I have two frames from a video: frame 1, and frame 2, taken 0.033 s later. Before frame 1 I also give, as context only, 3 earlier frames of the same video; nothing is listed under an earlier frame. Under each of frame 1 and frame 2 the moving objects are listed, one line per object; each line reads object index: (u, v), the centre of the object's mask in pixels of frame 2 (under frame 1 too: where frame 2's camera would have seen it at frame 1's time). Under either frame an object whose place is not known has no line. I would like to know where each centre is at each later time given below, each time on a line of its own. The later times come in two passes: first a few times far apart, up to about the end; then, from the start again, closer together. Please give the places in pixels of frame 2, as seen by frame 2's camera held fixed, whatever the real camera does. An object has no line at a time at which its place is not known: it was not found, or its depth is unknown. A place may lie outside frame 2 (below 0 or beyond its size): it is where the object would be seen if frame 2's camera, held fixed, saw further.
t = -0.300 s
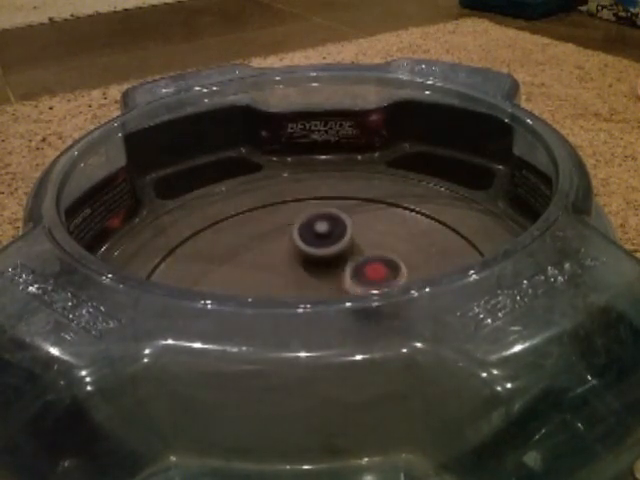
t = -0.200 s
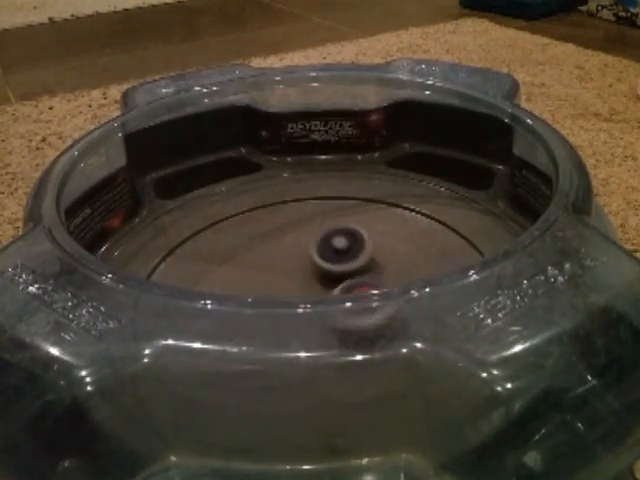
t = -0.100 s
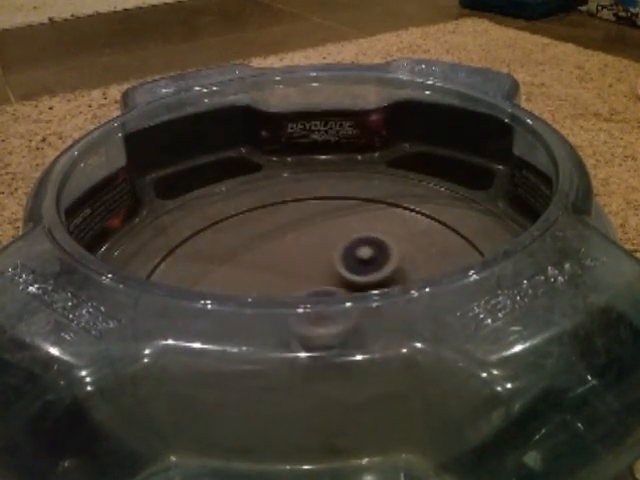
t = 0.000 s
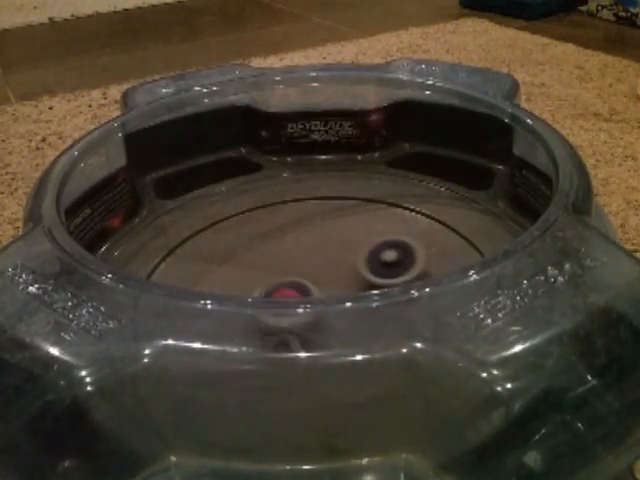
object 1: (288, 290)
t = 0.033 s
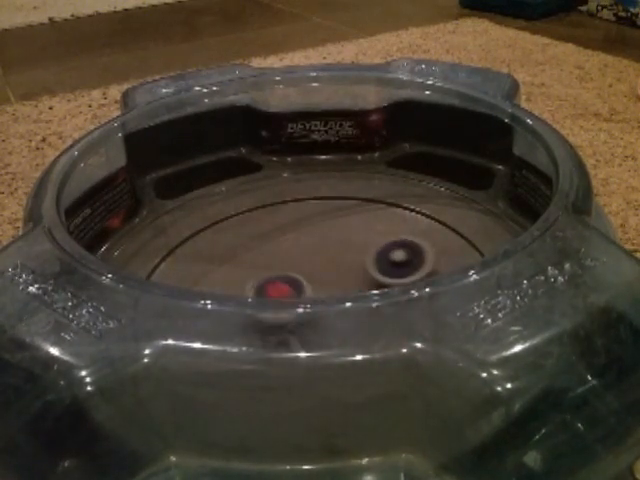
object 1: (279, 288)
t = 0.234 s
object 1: (298, 258)
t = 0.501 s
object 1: (338, 287)
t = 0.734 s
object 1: (251, 289)
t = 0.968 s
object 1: (290, 263)
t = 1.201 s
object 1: (342, 283)
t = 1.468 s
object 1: (284, 324)
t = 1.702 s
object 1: (284, 268)
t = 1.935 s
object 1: (360, 278)
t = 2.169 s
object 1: (318, 331)
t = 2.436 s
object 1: (282, 282)
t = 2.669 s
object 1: (348, 275)
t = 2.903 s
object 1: (350, 290)
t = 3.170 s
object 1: (305, 290)
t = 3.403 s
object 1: (317, 283)
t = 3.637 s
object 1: (361, 294)
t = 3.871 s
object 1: (329, 338)
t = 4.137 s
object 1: (303, 285)
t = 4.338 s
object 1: (289, 289)
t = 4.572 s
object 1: (278, 283)
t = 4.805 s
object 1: (303, 285)
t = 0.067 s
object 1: (274, 285)
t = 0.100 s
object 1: (273, 281)
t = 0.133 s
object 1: (274, 276)
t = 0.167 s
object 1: (280, 269)
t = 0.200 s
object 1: (287, 263)
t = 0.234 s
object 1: (298, 258)
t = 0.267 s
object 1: (310, 256)
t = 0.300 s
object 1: (325, 257)
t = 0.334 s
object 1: (339, 259)
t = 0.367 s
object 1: (352, 264)
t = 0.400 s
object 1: (362, 270)
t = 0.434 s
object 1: (364, 276)
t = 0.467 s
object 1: (349, 282)
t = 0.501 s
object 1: (338, 287)
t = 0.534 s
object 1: (325, 290)
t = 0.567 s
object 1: (313, 293)
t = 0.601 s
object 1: (300, 295)
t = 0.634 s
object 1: (287, 295)
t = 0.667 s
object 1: (274, 294)
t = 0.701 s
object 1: (261, 292)
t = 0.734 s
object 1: (251, 289)
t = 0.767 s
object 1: (245, 284)
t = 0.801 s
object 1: (246, 280)
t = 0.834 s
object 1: (248, 276)
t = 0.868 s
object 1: (256, 271)
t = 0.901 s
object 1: (266, 266)
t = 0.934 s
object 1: (277, 263)
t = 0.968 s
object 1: (290, 263)
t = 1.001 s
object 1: (303, 265)
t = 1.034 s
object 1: (315, 268)
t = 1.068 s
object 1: (324, 272)
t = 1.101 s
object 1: (332, 275)
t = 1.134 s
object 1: (336, 278)
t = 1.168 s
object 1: (339, 280)
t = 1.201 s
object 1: (342, 283)
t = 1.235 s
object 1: (343, 286)
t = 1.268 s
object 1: (345, 308)
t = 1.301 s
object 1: (345, 322)
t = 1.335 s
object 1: (340, 326)
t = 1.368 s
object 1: (334, 329)
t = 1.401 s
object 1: (313, 332)
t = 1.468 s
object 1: (284, 324)
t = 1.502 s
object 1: (278, 293)
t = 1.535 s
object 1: (269, 290)
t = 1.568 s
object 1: (263, 286)
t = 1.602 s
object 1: (264, 283)
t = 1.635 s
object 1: (266, 278)
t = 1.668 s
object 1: (273, 274)
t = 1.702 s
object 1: (284, 268)
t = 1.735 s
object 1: (296, 265)
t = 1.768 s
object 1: (308, 263)
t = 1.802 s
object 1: (322, 264)
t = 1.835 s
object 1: (334, 266)
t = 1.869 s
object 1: (346, 270)
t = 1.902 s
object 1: (354, 274)
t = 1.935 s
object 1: (360, 278)
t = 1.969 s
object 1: (362, 281)
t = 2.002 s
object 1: (367, 294)
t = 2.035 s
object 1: (364, 308)
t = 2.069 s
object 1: (360, 321)
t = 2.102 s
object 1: (347, 326)
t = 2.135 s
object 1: (333, 330)
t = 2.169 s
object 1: (318, 331)
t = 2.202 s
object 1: (302, 331)
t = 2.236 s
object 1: (288, 328)
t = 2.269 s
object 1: (278, 324)
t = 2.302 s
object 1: (277, 294)
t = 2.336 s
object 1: (271, 291)
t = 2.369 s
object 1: (271, 288)
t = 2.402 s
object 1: (276, 284)
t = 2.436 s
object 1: (282, 282)
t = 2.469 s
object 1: (290, 278)
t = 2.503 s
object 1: (299, 276)
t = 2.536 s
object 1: (310, 274)
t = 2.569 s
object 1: (320, 273)
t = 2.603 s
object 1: (329, 273)
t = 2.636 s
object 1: (340, 274)
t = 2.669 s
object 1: (348, 275)
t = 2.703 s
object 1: (355, 276)
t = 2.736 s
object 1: (359, 278)
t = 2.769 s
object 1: (362, 280)
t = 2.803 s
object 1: (364, 282)
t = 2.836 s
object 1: (362, 285)
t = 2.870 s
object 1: (358, 287)
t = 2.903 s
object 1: (350, 290)
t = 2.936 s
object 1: (343, 292)
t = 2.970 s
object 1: (337, 293)
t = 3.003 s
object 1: (331, 293)
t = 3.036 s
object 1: (323, 293)
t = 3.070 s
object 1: (317, 294)
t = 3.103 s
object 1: (311, 293)
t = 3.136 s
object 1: (306, 291)
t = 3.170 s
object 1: (305, 290)
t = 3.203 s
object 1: (305, 289)
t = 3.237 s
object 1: (307, 288)
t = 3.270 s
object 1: (309, 287)
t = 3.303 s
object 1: (311, 286)
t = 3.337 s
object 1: (313, 285)
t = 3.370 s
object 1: (315, 284)
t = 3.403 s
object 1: (317, 283)
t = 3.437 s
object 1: (319, 282)
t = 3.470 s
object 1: (322, 281)
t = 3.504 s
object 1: (324, 281)
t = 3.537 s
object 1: (326, 281)
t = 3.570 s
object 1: (326, 281)
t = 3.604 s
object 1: (349, 283)
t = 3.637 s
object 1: (361, 294)
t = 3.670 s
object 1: (368, 303)
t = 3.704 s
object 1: (373, 311)
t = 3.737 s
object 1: (370, 324)
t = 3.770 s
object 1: (365, 328)
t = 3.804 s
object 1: (356, 332)
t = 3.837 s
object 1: (344, 336)
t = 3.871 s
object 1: (329, 338)
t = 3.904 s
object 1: (319, 336)
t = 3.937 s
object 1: (305, 333)
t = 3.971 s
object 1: (297, 330)
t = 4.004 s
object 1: (290, 327)
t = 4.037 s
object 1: (292, 294)
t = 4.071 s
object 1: (293, 290)
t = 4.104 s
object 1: (297, 288)
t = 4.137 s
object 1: (303, 285)
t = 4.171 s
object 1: (309, 283)
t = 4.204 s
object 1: (315, 281)
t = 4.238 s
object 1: (312, 282)
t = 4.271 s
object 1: (301, 286)
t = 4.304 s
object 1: (295, 288)
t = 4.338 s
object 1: (289, 289)
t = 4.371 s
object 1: (284, 289)
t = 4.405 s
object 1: (280, 289)
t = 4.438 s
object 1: (277, 288)
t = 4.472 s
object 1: (275, 287)
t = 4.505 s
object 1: (275, 285)
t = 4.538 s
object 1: (276, 284)
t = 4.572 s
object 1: (278, 283)
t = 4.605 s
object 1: (281, 282)
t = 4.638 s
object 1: (286, 282)
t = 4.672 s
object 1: (291, 282)
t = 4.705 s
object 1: (295, 282)
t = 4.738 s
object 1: (299, 283)
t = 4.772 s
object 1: (303, 284)
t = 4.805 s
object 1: (303, 285)
